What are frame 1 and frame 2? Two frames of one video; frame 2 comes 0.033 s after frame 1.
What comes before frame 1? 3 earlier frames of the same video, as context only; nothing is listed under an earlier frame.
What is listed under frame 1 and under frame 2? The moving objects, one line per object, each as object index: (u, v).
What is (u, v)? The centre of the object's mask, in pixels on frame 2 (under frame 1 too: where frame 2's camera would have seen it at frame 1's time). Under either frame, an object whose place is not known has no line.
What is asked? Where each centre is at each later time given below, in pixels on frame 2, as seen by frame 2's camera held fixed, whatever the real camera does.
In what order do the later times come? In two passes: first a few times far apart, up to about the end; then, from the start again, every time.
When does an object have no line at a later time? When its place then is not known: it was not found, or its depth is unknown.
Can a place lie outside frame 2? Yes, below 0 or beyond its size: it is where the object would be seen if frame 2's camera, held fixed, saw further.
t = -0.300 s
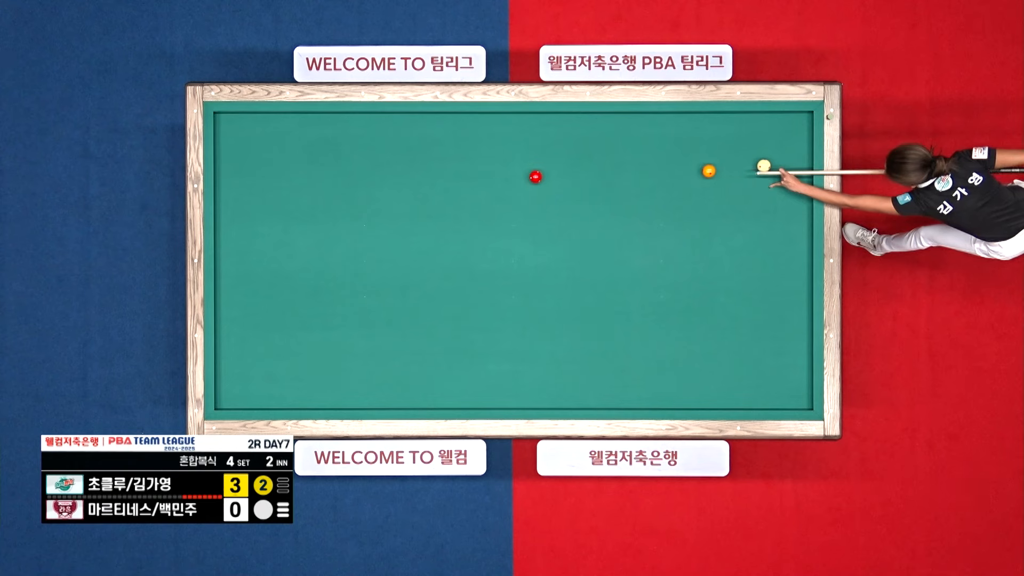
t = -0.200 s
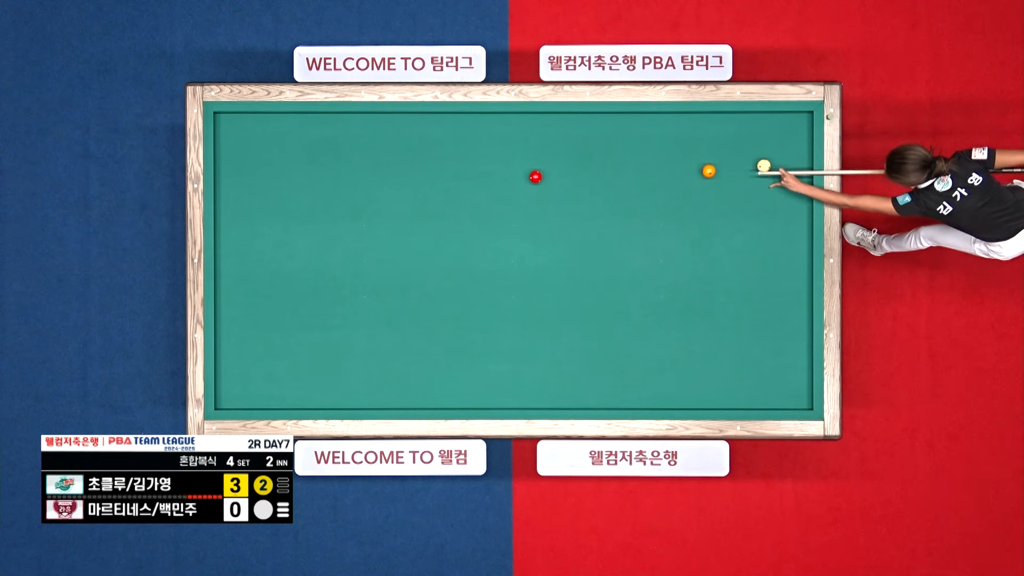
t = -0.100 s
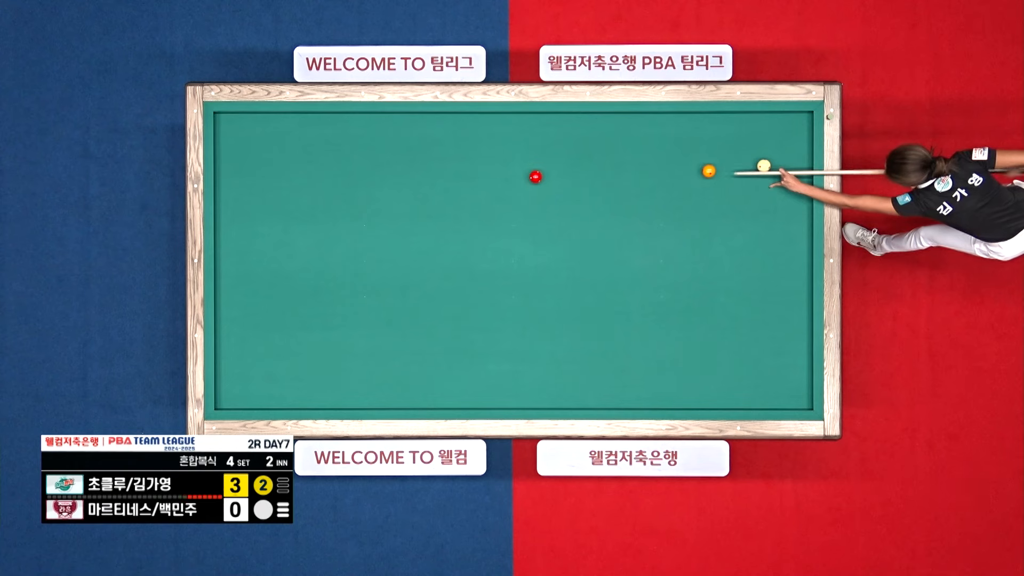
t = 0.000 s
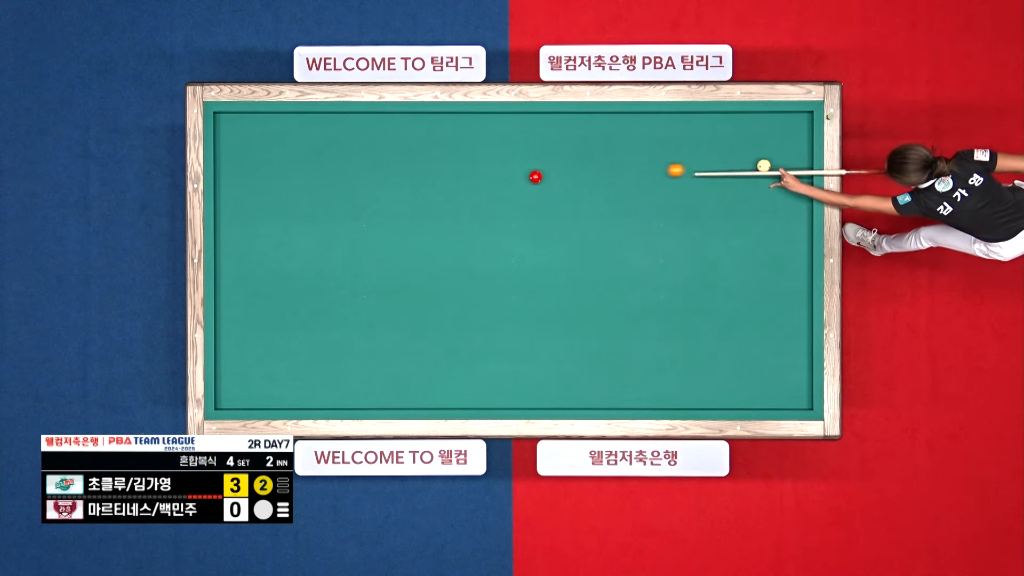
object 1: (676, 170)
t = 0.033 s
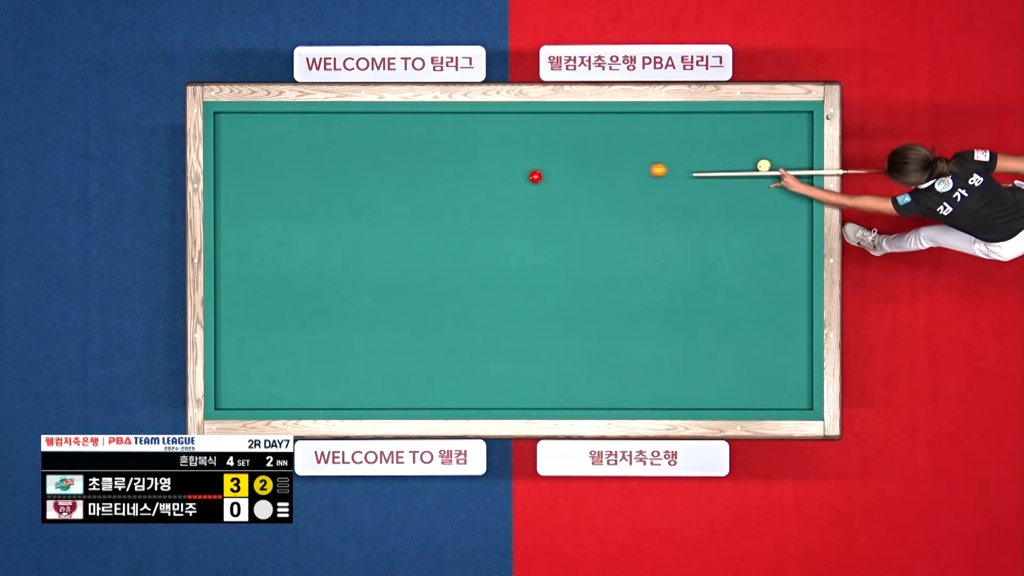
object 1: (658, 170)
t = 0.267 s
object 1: (545, 168)
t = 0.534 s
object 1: (484, 118)
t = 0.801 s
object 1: (412, 146)
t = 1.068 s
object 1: (340, 172)
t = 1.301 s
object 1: (279, 194)
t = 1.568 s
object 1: (228, 221)
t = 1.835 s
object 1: (274, 259)
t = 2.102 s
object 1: (313, 295)
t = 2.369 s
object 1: (351, 331)
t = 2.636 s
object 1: (389, 367)
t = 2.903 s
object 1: (427, 401)
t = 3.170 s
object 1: (461, 383)
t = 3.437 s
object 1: (494, 363)
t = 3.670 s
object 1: (523, 346)
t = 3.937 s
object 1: (554, 327)
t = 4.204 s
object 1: (586, 308)
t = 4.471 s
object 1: (617, 289)
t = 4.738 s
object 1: (647, 271)
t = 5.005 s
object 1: (677, 253)
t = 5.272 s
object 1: (705, 236)
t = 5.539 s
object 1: (734, 219)
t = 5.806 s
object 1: (762, 202)
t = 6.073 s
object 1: (788, 186)
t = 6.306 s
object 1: (804, 171)
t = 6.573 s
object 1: (789, 155)
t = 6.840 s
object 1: (774, 140)
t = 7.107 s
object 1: (760, 125)
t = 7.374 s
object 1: (746, 121)
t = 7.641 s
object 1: (734, 130)
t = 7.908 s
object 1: (722, 138)
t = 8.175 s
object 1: (710, 146)
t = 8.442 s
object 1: (700, 154)
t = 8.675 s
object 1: (691, 160)
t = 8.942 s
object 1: (681, 166)
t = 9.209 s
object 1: (672, 173)
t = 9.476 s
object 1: (663, 179)
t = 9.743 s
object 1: (655, 185)
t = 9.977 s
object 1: (649, 189)
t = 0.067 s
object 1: (641, 170)
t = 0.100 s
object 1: (625, 169)
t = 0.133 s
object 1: (608, 169)
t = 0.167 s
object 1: (592, 169)
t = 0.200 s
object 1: (575, 169)
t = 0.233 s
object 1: (559, 169)
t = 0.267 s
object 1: (545, 168)
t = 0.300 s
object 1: (538, 161)
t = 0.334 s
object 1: (531, 154)
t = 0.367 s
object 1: (524, 147)
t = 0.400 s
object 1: (517, 140)
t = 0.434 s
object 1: (509, 134)
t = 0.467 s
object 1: (501, 128)
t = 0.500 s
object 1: (493, 122)
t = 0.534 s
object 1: (484, 118)
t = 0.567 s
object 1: (475, 122)
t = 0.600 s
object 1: (466, 126)
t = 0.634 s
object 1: (457, 130)
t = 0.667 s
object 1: (448, 133)
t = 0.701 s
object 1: (439, 136)
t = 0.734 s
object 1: (430, 140)
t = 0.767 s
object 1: (421, 143)
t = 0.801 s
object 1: (412, 146)
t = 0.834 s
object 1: (403, 149)
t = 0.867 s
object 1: (394, 152)
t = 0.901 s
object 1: (385, 156)
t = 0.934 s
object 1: (376, 159)
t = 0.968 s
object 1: (367, 162)
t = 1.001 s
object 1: (358, 165)
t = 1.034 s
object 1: (349, 168)
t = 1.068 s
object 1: (340, 172)
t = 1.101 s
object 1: (332, 175)
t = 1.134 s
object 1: (323, 178)
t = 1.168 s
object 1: (314, 181)
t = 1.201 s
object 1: (305, 184)
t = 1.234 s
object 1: (296, 188)
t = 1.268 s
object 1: (288, 191)
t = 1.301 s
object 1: (279, 194)
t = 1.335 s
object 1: (270, 197)
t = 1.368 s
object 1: (261, 200)
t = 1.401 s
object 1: (252, 203)
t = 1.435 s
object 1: (244, 206)
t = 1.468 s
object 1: (235, 210)
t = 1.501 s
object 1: (226, 213)
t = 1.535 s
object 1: (221, 216)
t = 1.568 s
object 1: (228, 221)
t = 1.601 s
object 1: (235, 226)
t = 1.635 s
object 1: (242, 231)
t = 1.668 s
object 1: (248, 236)
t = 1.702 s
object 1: (253, 241)
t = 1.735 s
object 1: (259, 245)
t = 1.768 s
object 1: (264, 250)
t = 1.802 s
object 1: (269, 254)
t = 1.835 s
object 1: (274, 259)
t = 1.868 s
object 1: (279, 263)
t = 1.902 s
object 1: (283, 268)
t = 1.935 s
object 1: (288, 273)
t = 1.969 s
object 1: (293, 277)
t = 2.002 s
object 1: (298, 282)
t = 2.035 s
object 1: (303, 286)
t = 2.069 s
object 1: (308, 291)
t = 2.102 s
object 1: (313, 295)
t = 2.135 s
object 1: (318, 300)
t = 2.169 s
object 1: (323, 304)
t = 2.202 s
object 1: (327, 309)
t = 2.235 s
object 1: (332, 313)
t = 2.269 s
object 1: (337, 318)
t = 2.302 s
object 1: (342, 322)
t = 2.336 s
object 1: (346, 327)
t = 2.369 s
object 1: (351, 331)
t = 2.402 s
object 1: (356, 336)
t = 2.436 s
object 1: (361, 340)
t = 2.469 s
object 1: (366, 345)
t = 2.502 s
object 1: (370, 349)
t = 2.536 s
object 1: (375, 353)
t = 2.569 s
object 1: (380, 358)
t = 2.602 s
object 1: (385, 362)
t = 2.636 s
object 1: (389, 367)
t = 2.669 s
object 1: (394, 371)
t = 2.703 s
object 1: (399, 375)
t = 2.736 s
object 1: (404, 380)
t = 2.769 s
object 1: (408, 384)
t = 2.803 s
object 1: (413, 388)
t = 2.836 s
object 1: (418, 393)
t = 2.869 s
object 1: (422, 397)
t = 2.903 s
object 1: (427, 401)
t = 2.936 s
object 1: (431, 402)
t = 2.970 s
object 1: (436, 398)
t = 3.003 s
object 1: (440, 396)
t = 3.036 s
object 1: (444, 393)
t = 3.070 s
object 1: (448, 391)
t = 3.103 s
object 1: (452, 388)
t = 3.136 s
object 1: (457, 385)
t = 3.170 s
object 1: (461, 383)
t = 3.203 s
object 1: (465, 381)
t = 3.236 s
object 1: (469, 378)
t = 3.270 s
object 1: (473, 375)
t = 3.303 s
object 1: (477, 373)
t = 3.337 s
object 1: (482, 370)
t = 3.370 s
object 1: (486, 368)
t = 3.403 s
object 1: (490, 365)
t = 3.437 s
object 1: (494, 363)
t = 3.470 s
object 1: (498, 360)
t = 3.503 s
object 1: (502, 358)
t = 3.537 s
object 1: (506, 355)
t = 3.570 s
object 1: (511, 353)
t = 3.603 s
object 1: (514, 351)
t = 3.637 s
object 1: (518, 348)
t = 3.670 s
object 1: (523, 346)
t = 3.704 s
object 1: (527, 343)
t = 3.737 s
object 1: (530, 341)
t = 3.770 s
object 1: (535, 339)
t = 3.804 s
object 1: (539, 336)
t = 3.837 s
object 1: (543, 334)
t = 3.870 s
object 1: (547, 332)
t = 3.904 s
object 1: (551, 329)
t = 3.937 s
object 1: (554, 327)
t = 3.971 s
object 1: (558, 324)
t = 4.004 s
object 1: (562, 322)
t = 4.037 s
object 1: (566, 319)
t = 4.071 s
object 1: (570, 317)
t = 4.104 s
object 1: (574, 315)
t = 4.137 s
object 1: (578, 313)
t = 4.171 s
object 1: (582, 310)
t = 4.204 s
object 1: (586, 308)
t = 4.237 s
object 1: (590, 306)
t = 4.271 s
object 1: (594, 303)
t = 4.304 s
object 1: (597, 301)
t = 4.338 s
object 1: (602, 298)
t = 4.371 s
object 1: (605, 296)
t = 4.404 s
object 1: (609, 294)
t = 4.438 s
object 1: (613, 292)
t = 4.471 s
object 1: (617, 289)
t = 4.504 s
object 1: (621, 287)
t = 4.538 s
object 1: (624, 285)
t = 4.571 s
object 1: (628, 282)
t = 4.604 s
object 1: (632, 280)
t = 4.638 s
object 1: (636, 278)
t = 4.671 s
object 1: (640, 275)
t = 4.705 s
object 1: (643, 273)
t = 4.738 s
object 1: (647, 271)
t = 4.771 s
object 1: (651, 269)
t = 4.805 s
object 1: (655, 267)
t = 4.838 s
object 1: (658, 265)
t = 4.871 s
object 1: (662, 262)
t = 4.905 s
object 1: (665, 260)
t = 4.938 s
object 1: (669, 258)
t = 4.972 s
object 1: (673, 256)
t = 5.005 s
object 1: (677, 253)
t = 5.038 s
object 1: (680, 251)
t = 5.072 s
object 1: (684, 249)
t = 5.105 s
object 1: (688, 247)
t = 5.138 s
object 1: (691, 245)
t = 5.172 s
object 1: (695, 243)
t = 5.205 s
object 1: (699, 240)
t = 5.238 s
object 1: (702, 238)
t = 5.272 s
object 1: (705, 236)
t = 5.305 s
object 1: (709, 234)
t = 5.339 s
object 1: (713, 232)
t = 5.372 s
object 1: (716, 230)
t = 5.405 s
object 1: (720, 227)
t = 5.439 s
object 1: (723, 225)
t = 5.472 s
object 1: (727, 223)
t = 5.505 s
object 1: (730, 221)
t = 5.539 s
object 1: (734, 219)
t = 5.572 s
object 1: (737, 217)
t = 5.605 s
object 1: (741, 215)
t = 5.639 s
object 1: (744, 212)
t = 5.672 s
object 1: (748, 210)
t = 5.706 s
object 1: (751, 208)
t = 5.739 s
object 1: (755, 206)
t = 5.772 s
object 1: (758, 204)
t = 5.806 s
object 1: (762, 202)
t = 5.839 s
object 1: (765, 200)
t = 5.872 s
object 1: (768, 198)
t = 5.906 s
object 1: (772, 196)
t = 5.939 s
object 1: (775, 194)
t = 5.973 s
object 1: (779, 192)
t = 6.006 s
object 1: (782, 190)
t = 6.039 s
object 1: (785, 188)
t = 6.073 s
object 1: (788, 186)
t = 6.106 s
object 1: (792, 183)
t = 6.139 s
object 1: (795, 181)
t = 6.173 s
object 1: (798, 179)
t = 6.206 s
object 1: (802, 177)
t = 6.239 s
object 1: (805, 175)
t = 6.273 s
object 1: (806, 174)
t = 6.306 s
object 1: (804, 171)
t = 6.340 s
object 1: (802, 169)
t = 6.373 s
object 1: (800, 167)
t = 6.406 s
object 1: (798, 165)
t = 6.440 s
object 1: (796, 163)
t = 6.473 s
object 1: (794, 161)
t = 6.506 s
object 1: (792, 159)
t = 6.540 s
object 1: (790, 157)
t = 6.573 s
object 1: (789, 155)
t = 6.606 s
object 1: (786, 154)
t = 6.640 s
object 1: (785, 151)
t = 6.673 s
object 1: (783, 149)
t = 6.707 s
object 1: (781, 148)
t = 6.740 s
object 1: (779, 146)
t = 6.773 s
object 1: (778, 144)
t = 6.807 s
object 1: (776, 142)
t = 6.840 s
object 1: (774, 140)
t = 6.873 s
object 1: (772, 138)
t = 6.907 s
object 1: (770, 136)
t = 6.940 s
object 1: (768, 134)
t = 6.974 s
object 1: (767, 132)
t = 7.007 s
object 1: (765, 130)
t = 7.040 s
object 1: (763, 129)
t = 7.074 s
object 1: (761, 127)
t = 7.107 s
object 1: (760, 125)
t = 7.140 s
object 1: (758, 123)
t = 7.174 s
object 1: (756, 122)
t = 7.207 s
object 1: (754, 120)
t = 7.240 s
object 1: (752, 118)
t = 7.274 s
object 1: (751, 118)
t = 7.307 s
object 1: (749, 119)
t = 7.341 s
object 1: (748, 120)
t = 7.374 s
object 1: (746, 121)
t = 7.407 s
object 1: (745, 122)
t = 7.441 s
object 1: (743, 124)
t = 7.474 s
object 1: (741, 125)
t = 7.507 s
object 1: (740, 126)
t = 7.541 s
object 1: (738, 127)
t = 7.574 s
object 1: (737, 128)
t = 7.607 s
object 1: (735, 129)
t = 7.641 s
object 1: (734, 130)
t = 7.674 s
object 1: (732, 131)
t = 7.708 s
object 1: (731, 132)
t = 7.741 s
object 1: (729, 133)
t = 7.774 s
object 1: (727, 134)
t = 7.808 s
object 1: (726, 135)
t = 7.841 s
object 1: (725, 136)
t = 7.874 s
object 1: (723, 137)
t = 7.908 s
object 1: (722, 138)
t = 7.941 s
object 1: (720, 139)
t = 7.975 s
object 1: (719, 140)
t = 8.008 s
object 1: (717, 141)
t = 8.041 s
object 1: (716, 142)
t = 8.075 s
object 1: (715, 143)
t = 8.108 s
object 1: (713, 144)
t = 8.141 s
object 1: (712, 145)
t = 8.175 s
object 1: (710, 146)
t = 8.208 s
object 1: (709, 147)
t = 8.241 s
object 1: (708, 148)
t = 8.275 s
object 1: (706, 149)
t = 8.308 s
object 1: (705, 150)
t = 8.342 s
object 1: (704, 151)
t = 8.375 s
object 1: (702, 152)
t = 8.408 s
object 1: (701, 153)
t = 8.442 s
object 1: (700, 154)
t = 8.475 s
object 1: (698, 155)
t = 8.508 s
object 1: (697, 155)
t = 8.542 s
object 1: (696, 156)
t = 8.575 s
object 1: (694, 157)
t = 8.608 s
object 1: (693, 158)
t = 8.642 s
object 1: (692, 159)
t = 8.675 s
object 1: (691, 160)
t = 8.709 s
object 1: (690, 161)
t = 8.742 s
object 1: (688, 162)
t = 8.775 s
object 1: (687, 162)
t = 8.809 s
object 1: (686, 163)
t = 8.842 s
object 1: (685, 164)
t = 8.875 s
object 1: (684, 165)
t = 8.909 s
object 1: (682, 166)
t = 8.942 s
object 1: (681, 166)
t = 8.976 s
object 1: (680, 167)
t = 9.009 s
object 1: (679, 168)
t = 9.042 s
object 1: (678, 169)
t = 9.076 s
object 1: (677, 170)
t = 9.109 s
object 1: (675, 171)
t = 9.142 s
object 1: (674, 171)
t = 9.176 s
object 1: (673, 172)
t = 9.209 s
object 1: (672, 173)
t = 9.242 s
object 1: (671, 174)
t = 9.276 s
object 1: (670, 174)
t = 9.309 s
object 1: (669, 175)
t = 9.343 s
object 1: (667, 176)
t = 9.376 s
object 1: (666, 177)
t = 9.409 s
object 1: (665, 177)
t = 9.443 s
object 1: (664, 178)
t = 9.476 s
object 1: (663, 179)
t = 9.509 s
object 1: (662, 180)
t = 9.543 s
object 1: (661, 180)
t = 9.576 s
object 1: (660, 181)
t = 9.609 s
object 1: (659, 182)
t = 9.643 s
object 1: (658, 182)
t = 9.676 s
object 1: (657, 183)
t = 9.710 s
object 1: (656, 184)
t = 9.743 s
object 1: (655, 185)
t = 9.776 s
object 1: (654, 185)
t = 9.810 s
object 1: (654, 186)
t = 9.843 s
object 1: (653, 187)
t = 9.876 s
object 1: (652, 187)
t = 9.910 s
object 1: (651, 188)
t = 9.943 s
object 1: (650, 189)
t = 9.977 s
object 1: (649, 189)
